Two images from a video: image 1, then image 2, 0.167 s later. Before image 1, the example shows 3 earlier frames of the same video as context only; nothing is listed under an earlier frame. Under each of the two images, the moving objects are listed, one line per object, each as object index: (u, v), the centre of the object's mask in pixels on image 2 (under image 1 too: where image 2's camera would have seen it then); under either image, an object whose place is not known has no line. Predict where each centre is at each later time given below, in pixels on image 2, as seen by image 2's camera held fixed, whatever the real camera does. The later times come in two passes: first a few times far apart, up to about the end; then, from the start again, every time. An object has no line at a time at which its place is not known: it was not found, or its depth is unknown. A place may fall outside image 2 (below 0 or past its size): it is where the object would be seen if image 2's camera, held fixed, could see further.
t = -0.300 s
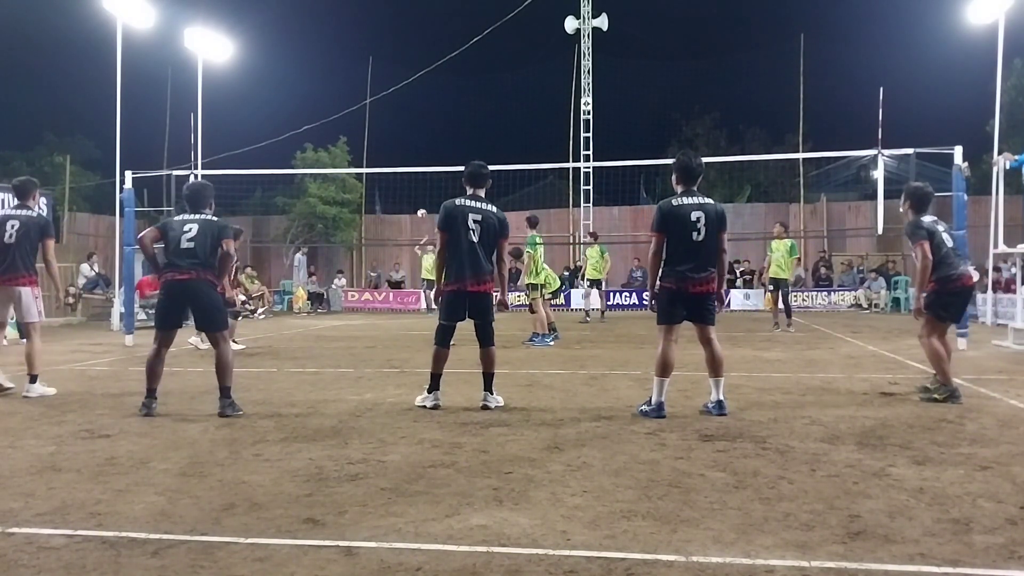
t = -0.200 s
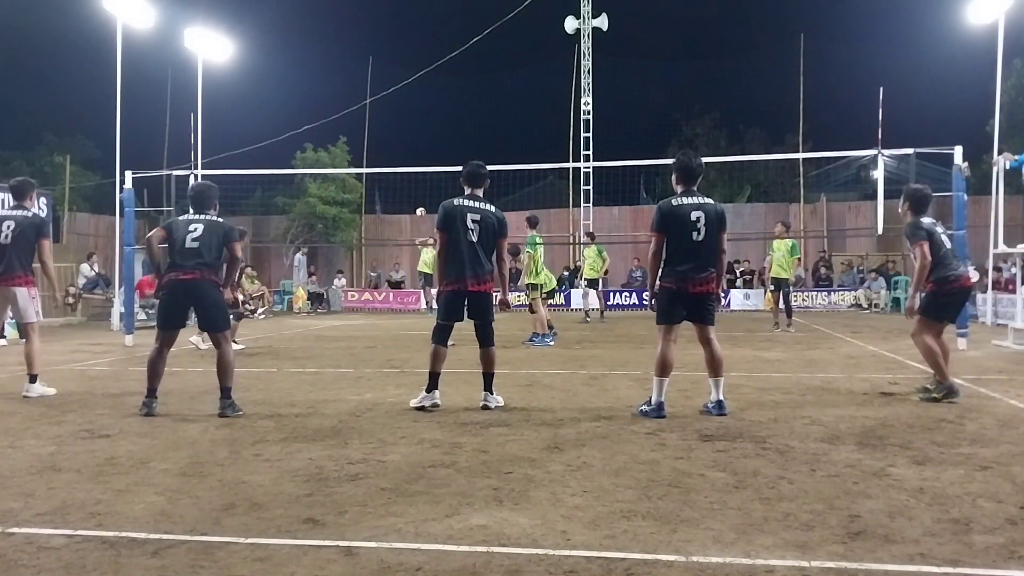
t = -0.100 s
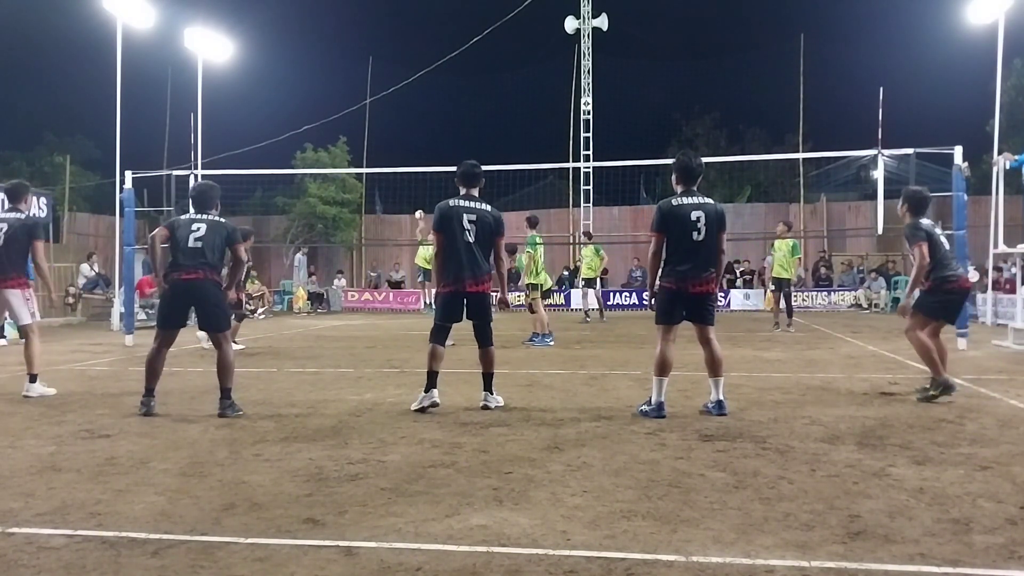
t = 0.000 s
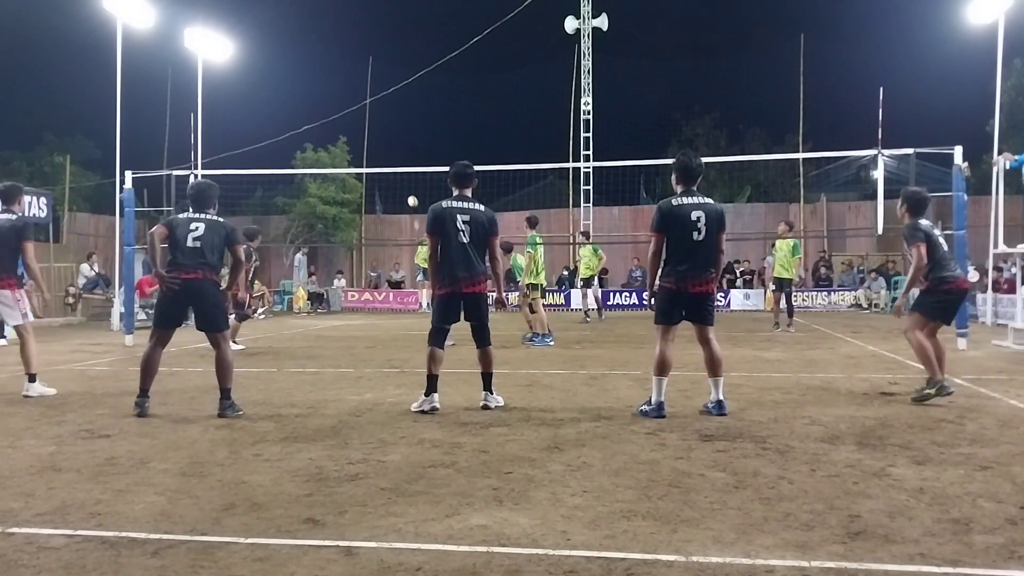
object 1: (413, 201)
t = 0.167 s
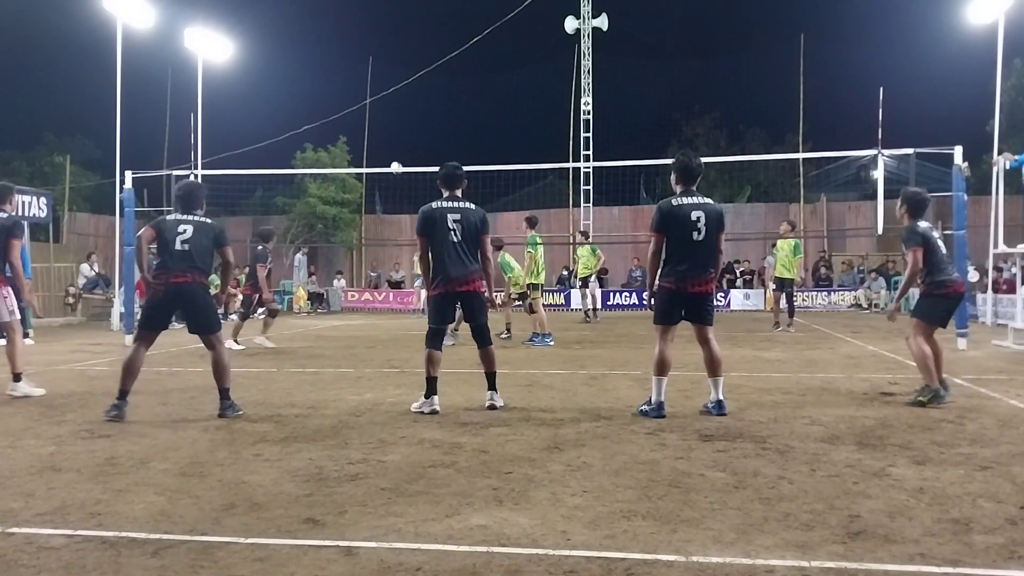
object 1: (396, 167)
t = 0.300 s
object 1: (383, 144)
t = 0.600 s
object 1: (355, 112)
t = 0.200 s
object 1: (393, 161)
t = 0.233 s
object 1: (390, 155)
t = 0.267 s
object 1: (386, 150)
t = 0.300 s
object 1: (383, 144)
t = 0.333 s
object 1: (379, 139)
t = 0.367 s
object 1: (376, 134)
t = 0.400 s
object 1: (373, 130)
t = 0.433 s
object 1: (370, 125)
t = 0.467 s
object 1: (367, 122)
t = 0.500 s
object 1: (363, 118)
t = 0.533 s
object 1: (360, 116)
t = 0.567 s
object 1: (358, 114)
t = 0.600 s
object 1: (355, 112)
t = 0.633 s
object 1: (353, 111)
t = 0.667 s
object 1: (351, 111)
